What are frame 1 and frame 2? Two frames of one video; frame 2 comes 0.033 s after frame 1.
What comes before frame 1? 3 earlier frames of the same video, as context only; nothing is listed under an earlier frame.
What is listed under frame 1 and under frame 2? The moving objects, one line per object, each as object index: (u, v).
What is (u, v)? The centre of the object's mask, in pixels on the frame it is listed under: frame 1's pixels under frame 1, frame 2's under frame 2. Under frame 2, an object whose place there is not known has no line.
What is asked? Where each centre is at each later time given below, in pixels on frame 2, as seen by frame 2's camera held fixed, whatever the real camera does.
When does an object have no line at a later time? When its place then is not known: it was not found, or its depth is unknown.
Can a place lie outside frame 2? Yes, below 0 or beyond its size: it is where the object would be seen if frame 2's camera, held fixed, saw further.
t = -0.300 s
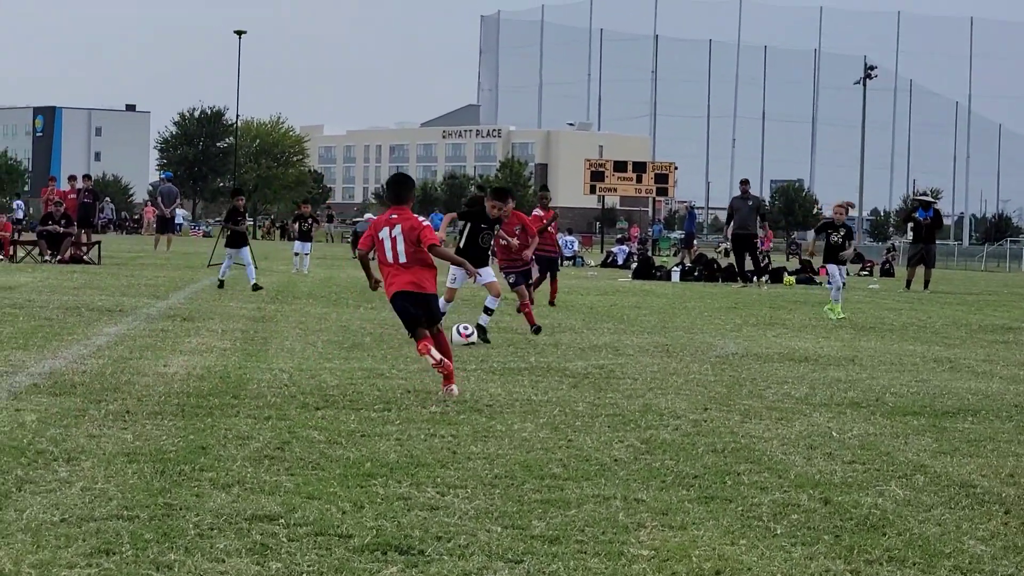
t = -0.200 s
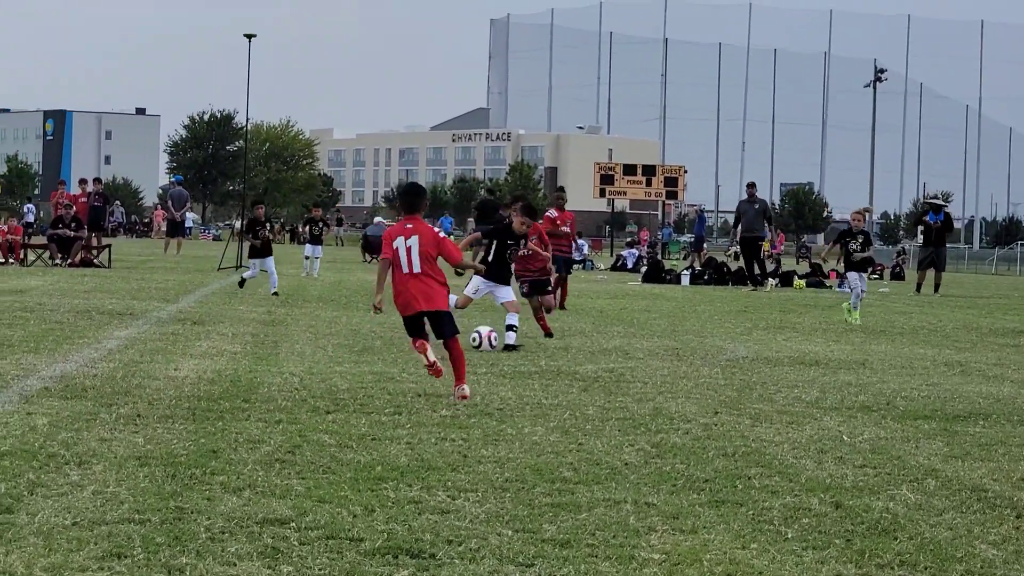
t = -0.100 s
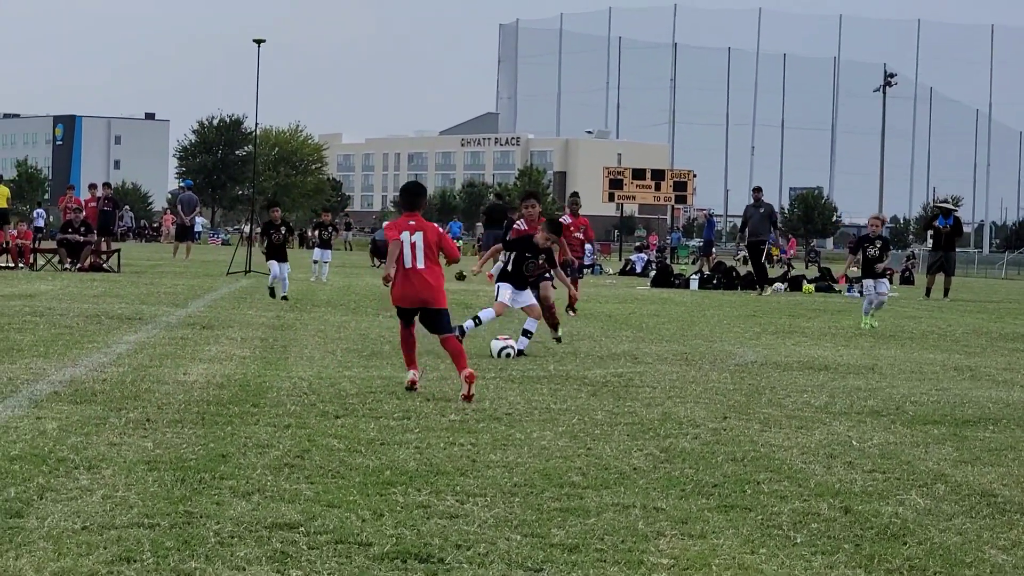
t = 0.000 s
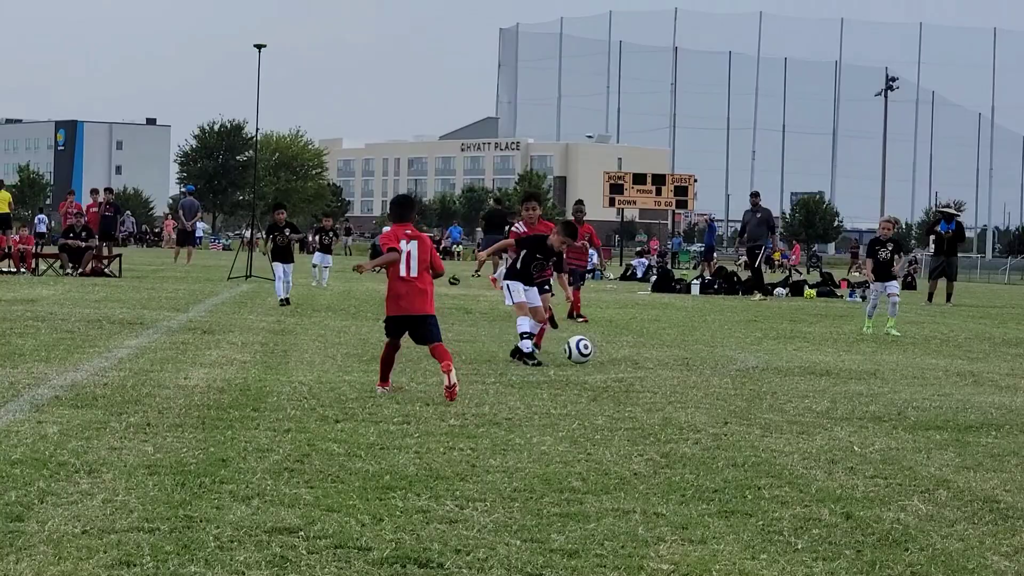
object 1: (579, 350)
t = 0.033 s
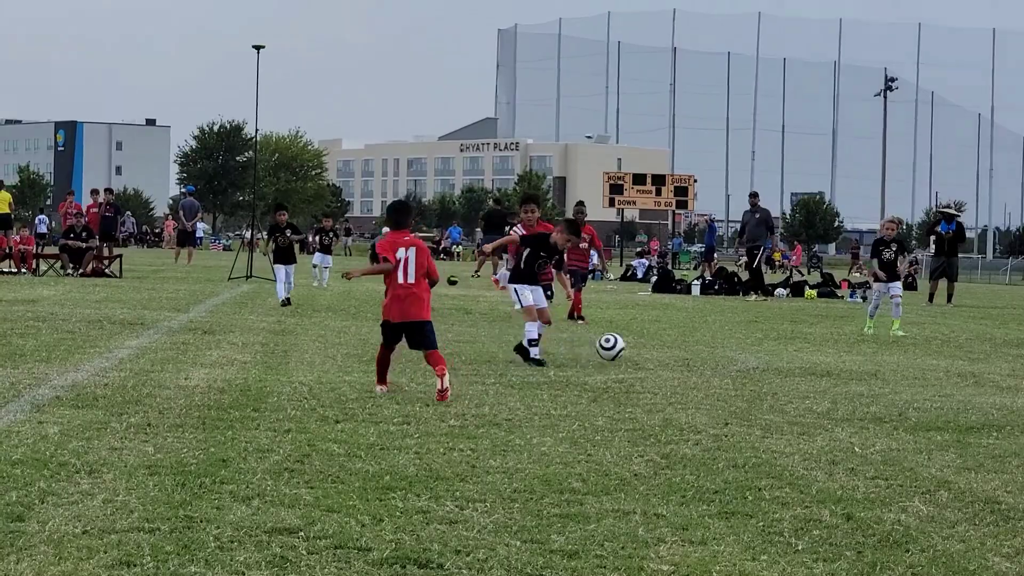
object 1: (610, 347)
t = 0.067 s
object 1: (640, 344)
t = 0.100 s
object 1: (669, 344)
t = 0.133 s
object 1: (697, 344)
